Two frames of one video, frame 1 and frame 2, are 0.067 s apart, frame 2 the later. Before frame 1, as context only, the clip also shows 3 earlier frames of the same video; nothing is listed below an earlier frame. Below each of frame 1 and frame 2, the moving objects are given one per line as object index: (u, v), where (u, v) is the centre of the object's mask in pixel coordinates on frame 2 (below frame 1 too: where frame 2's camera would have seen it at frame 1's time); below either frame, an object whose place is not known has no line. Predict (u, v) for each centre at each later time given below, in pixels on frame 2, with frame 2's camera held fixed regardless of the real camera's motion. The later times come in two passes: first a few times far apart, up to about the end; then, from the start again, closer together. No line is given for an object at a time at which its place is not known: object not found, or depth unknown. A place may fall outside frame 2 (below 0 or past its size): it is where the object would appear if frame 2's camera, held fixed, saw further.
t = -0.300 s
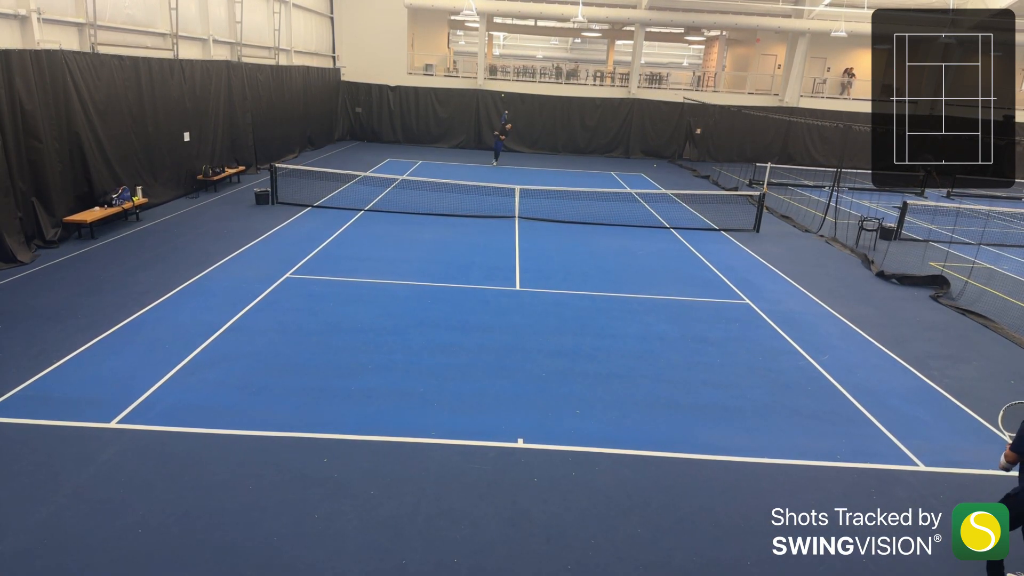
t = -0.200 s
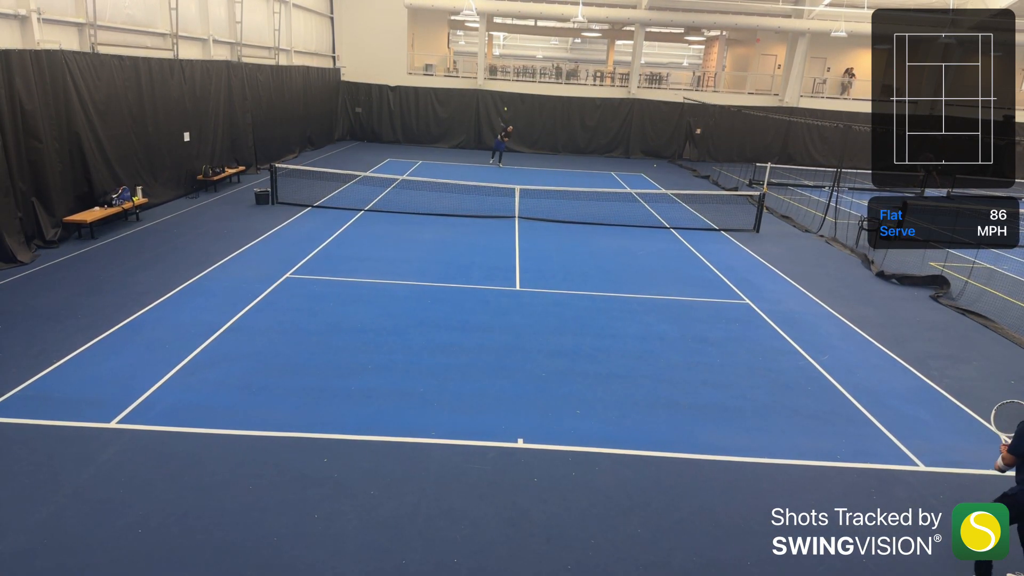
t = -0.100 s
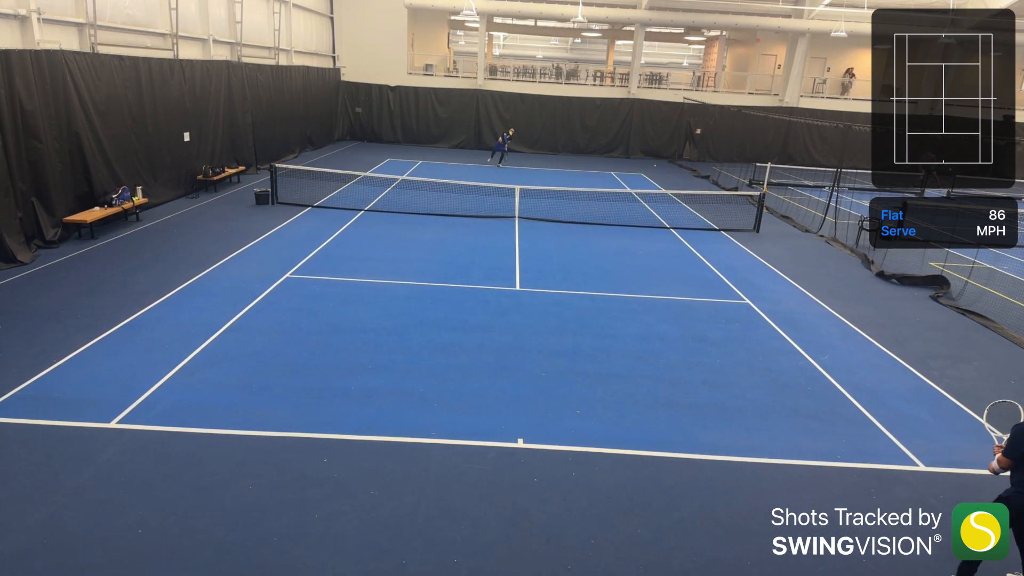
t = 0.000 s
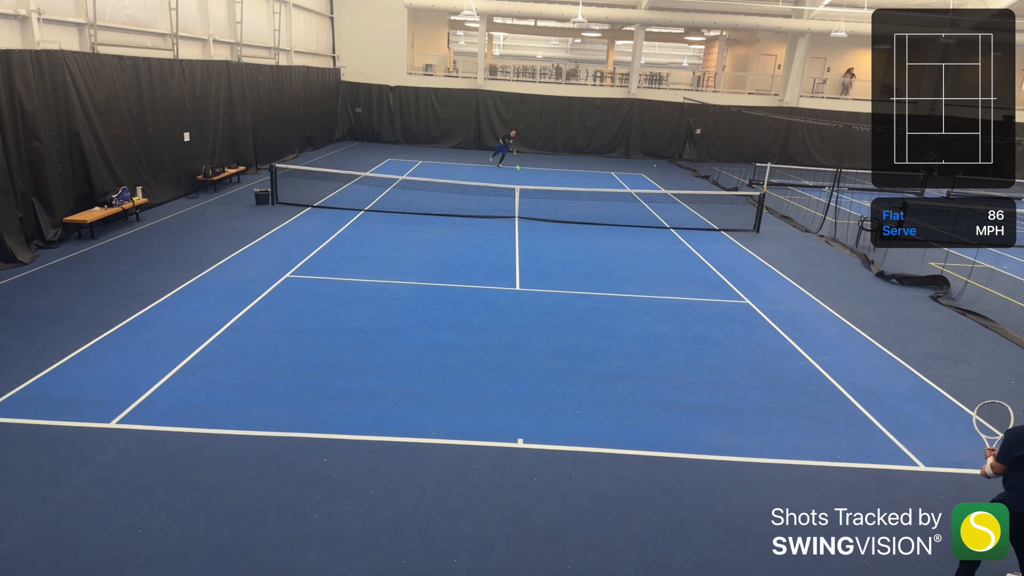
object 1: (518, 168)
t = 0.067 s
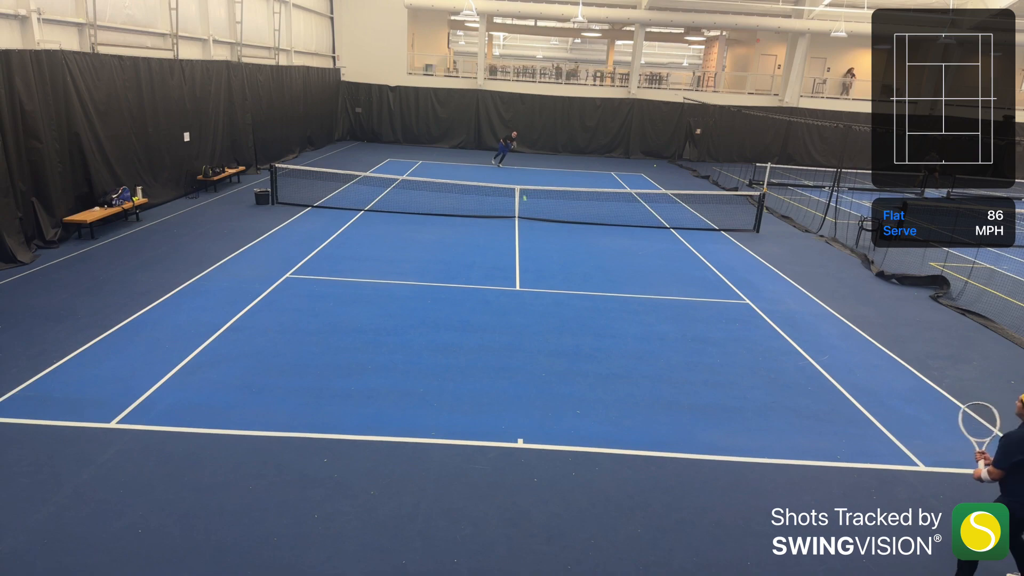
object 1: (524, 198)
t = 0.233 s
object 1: (546, 270)
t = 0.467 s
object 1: (614, 332)
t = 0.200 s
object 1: (540, 267)
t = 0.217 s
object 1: (543, 269)
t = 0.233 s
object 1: (546, 270)
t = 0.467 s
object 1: (614, 332)
